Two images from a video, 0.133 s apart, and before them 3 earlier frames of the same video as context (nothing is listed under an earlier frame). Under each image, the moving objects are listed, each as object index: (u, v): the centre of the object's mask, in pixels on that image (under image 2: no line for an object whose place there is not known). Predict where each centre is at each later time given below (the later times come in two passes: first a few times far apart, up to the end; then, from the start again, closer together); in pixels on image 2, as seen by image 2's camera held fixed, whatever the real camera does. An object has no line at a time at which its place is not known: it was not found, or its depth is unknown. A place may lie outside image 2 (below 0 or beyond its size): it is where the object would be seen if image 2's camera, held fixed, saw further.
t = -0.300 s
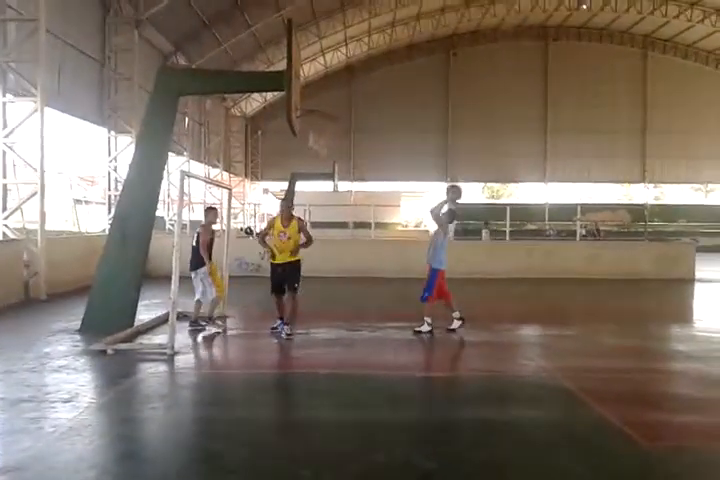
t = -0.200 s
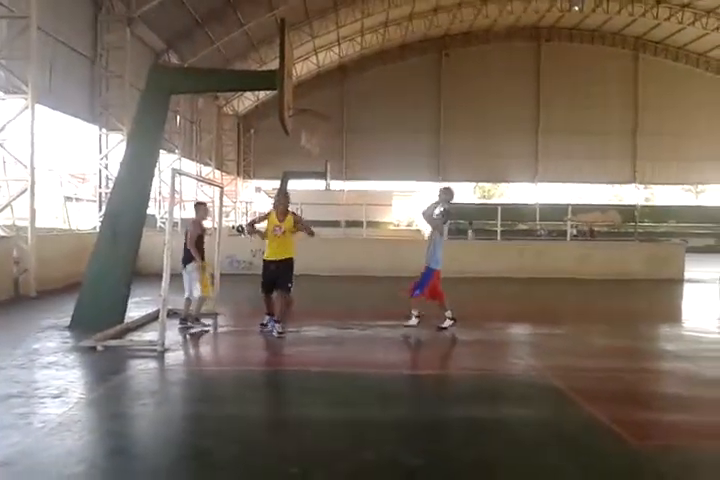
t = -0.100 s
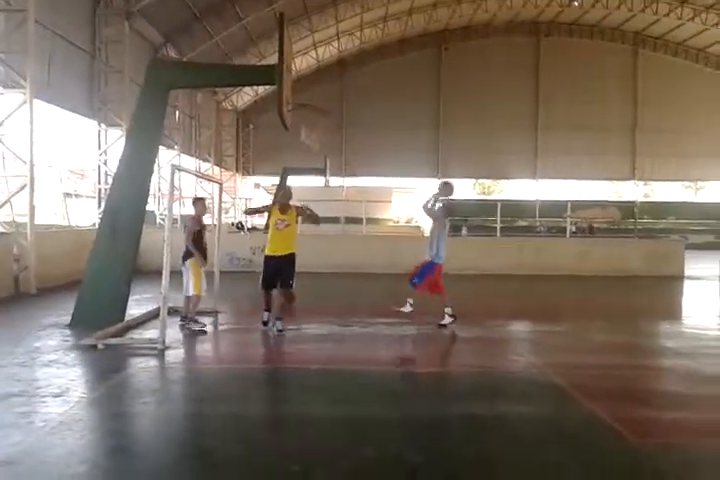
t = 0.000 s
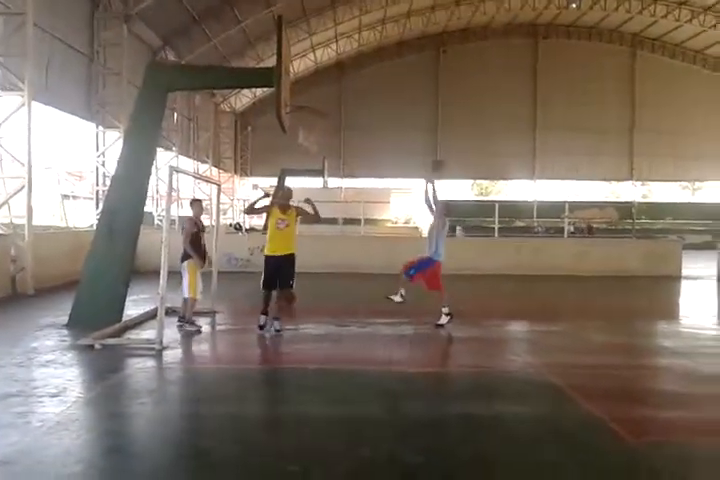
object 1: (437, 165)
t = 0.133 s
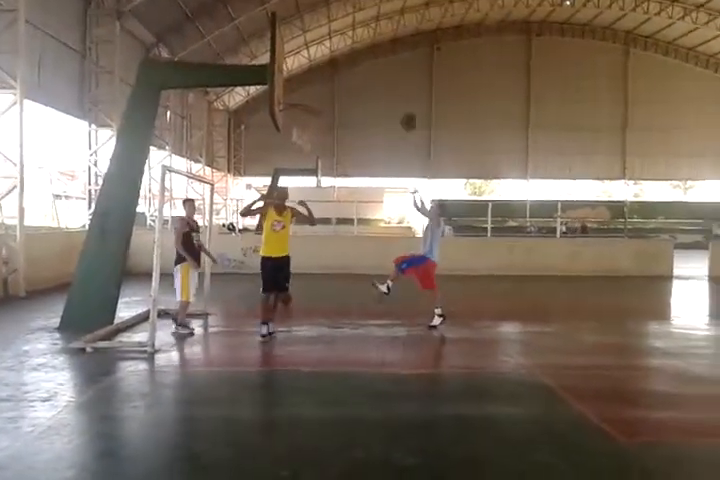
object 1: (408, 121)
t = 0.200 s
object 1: (399, 105)
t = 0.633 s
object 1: (330, 73)
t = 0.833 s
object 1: (298, 98)
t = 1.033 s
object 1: (289, 101)
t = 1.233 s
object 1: (308, 134)
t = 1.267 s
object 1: (310, 143)
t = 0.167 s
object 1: (404, 113)
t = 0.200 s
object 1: (399, 105)
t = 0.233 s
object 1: (393, 100)
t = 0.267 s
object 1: (389, 94)
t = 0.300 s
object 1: (383, 87)
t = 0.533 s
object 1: (346, 69)
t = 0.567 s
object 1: (340, 70)
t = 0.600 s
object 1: (335, 70)
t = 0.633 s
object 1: (330, 73)
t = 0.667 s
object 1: (324, 75)
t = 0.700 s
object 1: (317, 80)
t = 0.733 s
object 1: (312, 85)
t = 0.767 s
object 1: (306, 89)
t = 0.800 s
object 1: (300, 97)
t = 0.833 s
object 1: (298, 98)
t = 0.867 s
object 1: (297, 97)
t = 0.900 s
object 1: (291, 98)
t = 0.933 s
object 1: (289, 97)
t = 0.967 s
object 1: (285, 98)
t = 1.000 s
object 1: (287, 99)
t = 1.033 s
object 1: (289, 101)
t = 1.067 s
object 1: (293, 106)
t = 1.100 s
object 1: (294, 107)
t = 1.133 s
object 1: (299, 110)
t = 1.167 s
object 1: (304, 122)
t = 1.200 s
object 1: (305, 127)
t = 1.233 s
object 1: (308, 134)
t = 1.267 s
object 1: (310, 143)
